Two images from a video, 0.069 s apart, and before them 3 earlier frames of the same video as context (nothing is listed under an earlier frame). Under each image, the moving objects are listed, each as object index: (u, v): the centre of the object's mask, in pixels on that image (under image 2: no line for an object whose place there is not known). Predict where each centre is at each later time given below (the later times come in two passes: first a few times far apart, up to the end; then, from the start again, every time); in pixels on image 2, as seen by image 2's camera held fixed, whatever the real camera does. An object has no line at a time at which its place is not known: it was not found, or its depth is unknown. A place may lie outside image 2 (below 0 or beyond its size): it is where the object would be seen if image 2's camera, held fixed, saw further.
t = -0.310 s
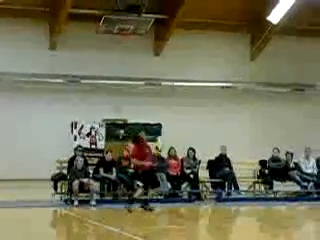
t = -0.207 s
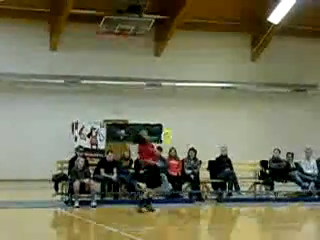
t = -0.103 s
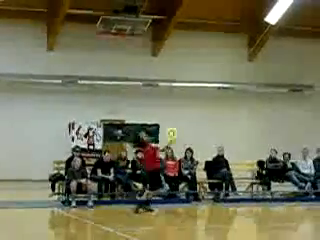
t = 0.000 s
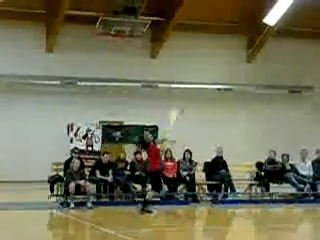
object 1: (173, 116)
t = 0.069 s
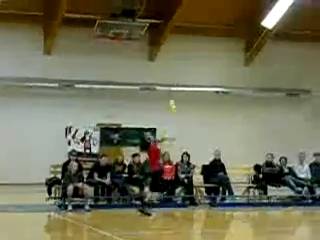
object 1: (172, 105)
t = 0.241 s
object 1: (174, 90)
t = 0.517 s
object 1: (177, 88)
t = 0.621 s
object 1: (178, 94)
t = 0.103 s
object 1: (174, 101)
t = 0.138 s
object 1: (173, 97)
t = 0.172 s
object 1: (173, 94)
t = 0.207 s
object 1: (174, 91)
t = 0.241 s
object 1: (174, 90)
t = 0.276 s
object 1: (174, 87)
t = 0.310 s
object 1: (175, 86)
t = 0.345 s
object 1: (176, 84)
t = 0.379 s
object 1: (176, 83)
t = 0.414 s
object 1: (176, 82)
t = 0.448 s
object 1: (177, 82)
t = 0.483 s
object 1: (178, 82)
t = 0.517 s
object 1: (177, 88)
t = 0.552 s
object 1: (177, 89)
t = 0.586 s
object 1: (177, 91)
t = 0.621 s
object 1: (178, 94)
